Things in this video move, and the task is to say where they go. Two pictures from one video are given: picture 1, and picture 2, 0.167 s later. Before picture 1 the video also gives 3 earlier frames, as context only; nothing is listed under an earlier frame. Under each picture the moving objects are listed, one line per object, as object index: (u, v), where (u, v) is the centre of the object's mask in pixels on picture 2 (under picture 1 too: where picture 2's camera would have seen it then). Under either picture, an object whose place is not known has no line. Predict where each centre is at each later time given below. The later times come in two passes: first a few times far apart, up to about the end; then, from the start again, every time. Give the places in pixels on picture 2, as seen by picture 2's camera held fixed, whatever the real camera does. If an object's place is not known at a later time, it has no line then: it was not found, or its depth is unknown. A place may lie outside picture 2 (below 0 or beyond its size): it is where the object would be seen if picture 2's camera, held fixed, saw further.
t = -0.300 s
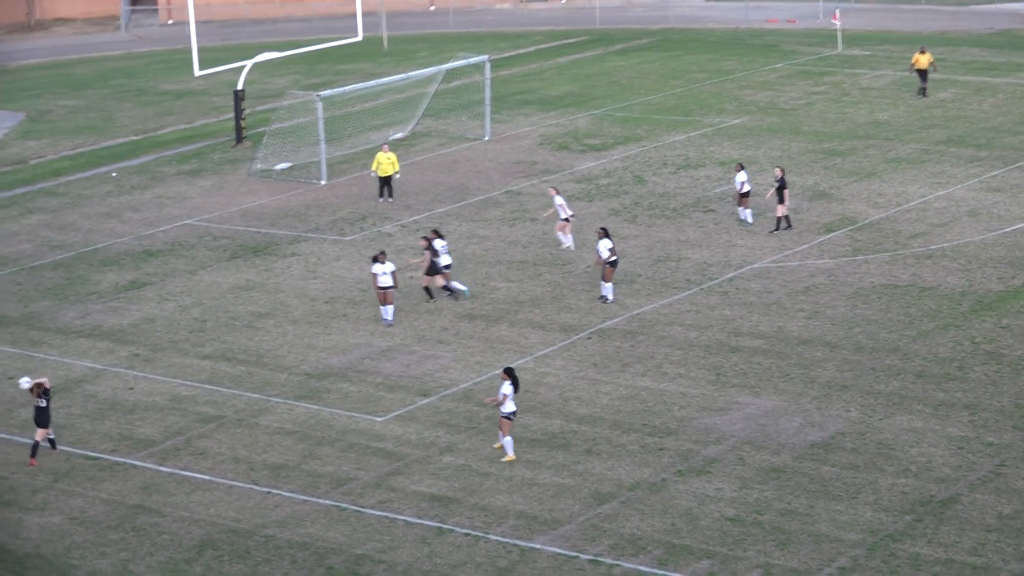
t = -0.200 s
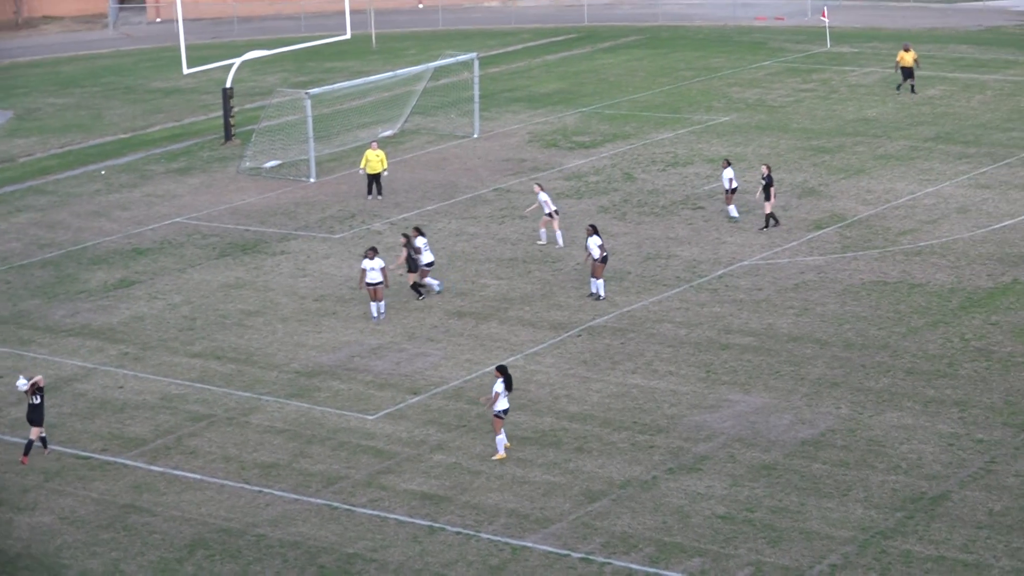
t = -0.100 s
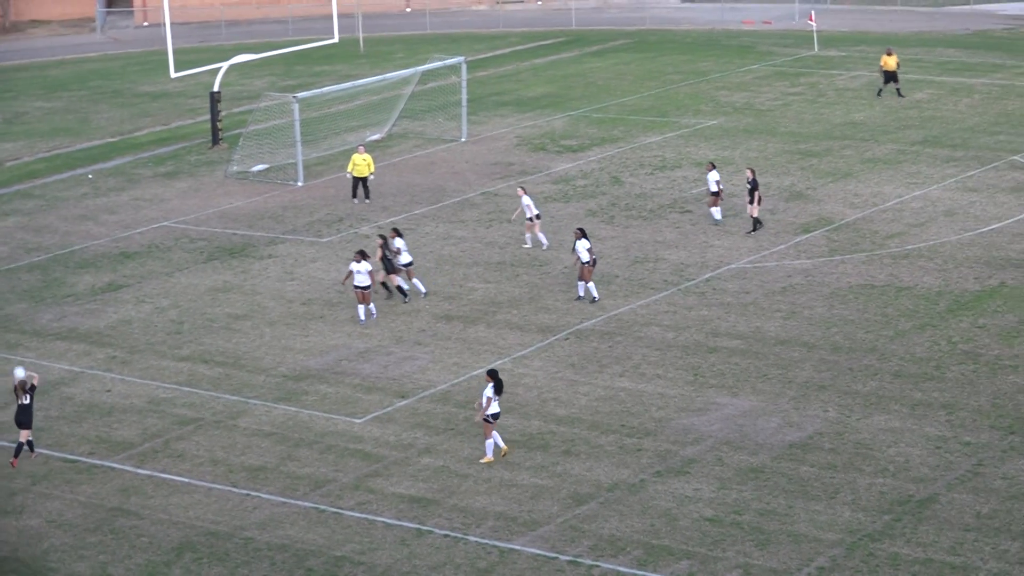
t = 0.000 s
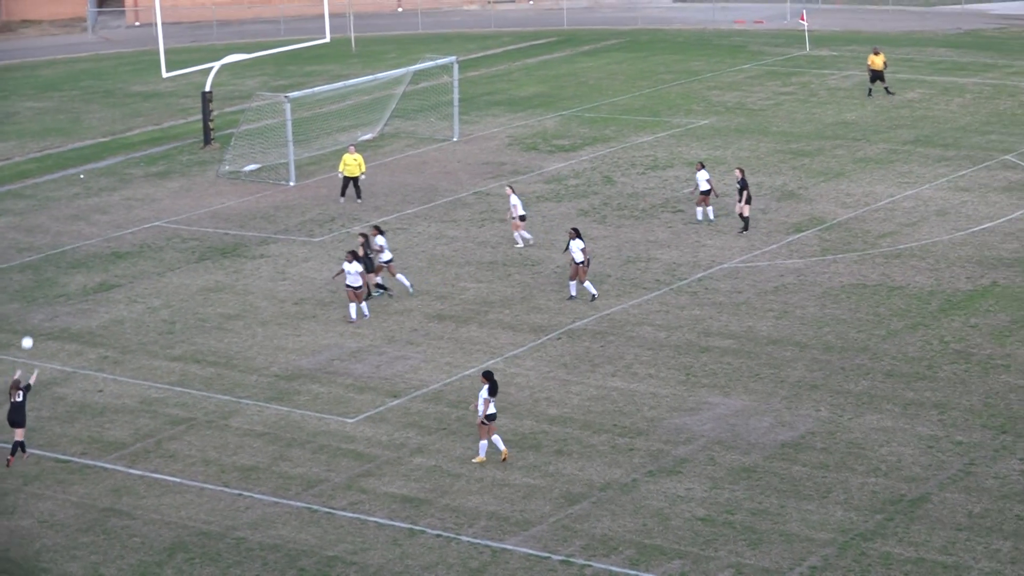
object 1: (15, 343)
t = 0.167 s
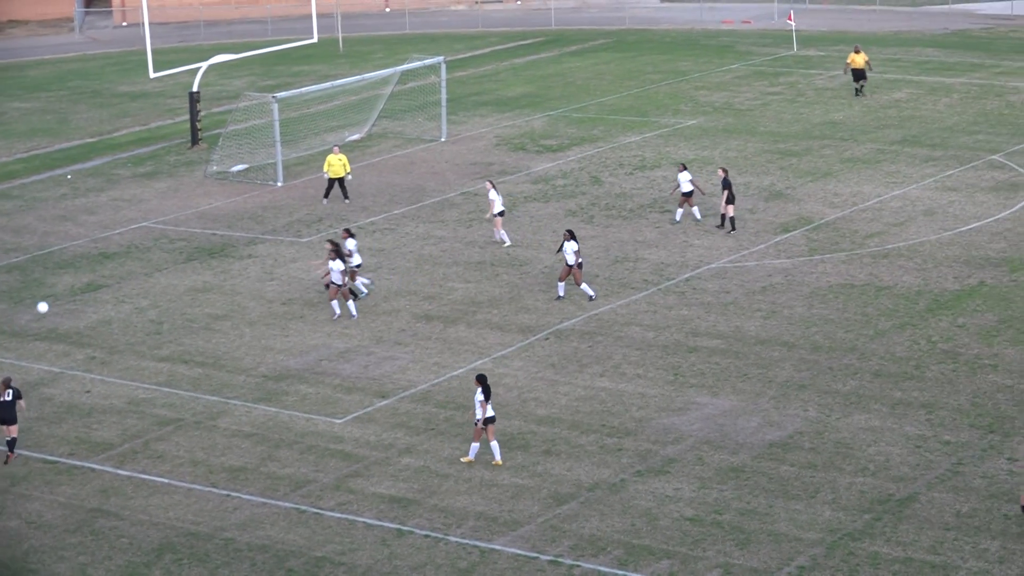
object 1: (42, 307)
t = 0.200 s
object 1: (47, 302)
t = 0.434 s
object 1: (82, 283)
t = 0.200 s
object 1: (47, 302)
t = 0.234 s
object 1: (53, 298)
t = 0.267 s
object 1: (57, 294)
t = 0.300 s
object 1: (62, 290)
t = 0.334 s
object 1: (67, 287)
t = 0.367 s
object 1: (73, 285)
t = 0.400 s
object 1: (77, 284)
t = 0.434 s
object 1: (82, 283)
